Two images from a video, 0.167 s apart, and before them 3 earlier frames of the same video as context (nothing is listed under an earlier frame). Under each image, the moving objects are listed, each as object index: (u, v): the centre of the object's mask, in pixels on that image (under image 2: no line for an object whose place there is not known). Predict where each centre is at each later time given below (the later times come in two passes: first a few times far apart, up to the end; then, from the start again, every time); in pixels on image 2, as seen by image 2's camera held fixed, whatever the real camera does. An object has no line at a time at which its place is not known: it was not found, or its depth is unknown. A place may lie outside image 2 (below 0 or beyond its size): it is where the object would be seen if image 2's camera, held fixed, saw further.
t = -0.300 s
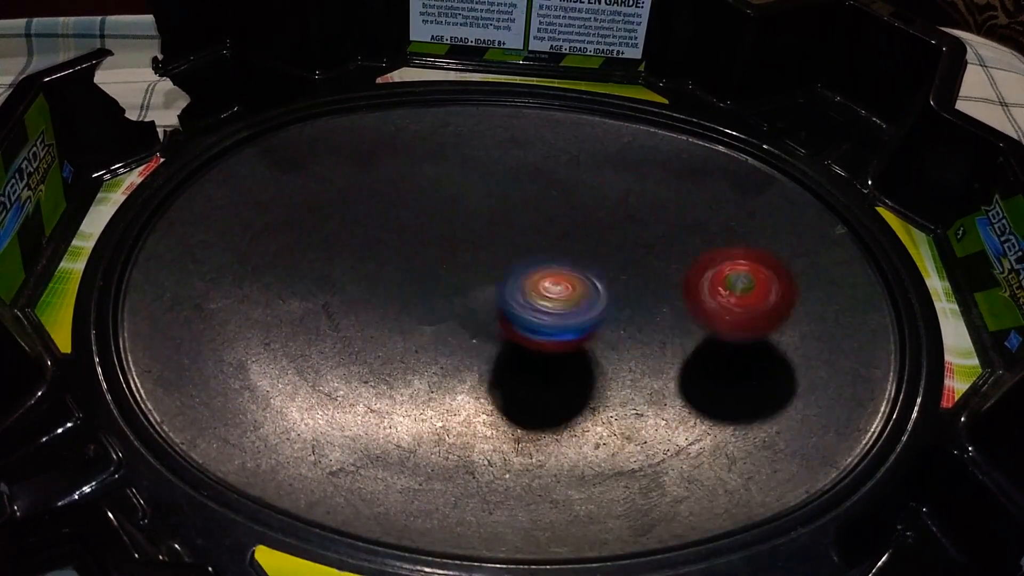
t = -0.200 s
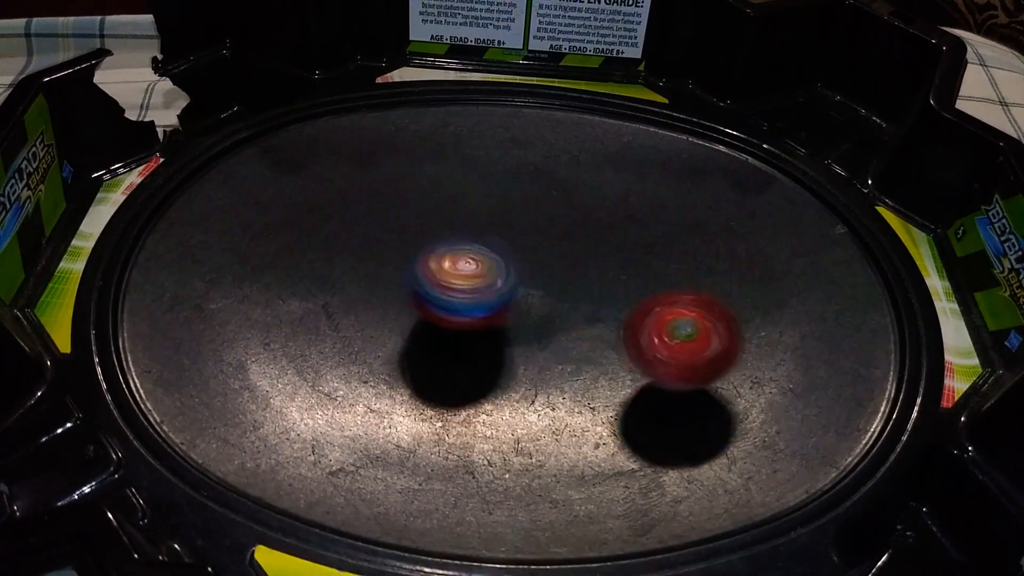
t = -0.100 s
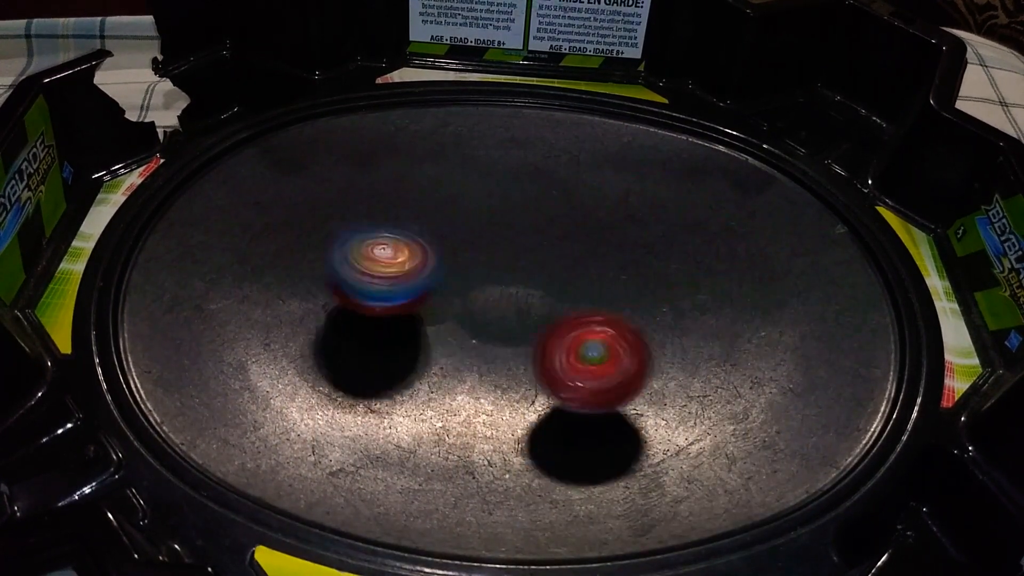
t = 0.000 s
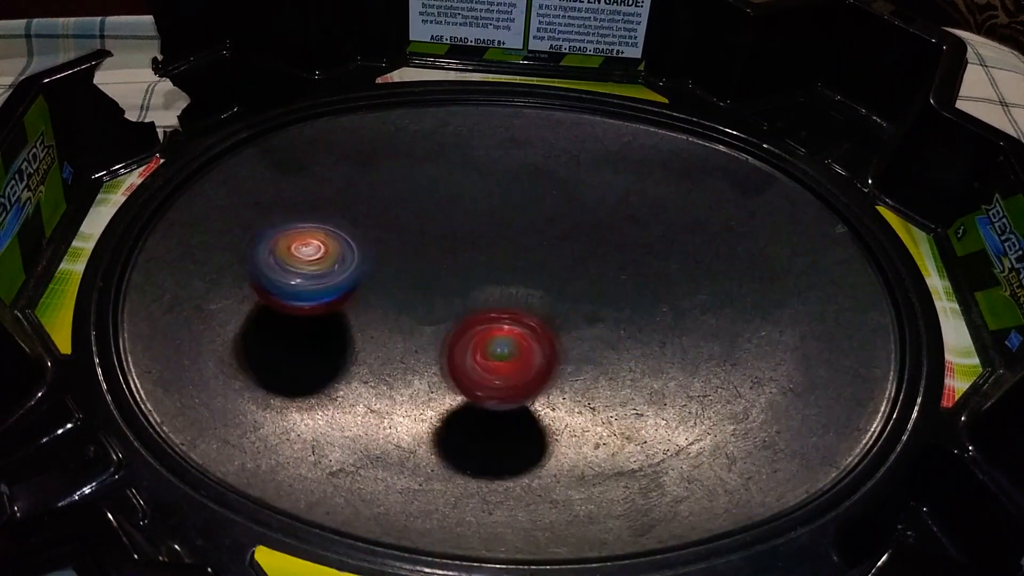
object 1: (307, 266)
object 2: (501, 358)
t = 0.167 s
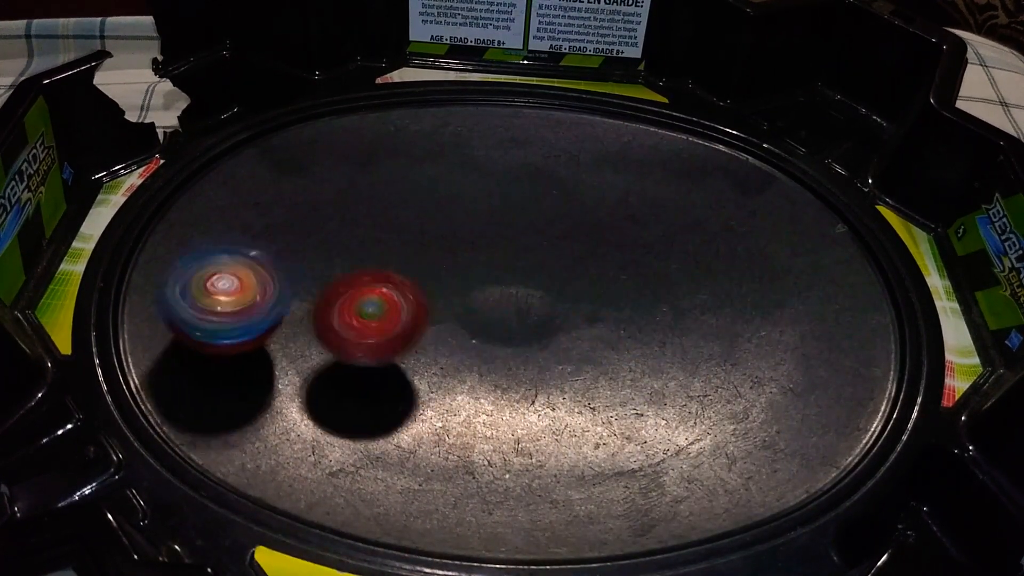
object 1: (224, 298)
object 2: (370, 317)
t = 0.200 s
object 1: (222, 308)
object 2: (350, 305)
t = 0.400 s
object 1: (244, 378)
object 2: (335, 222)
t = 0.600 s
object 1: (429, 367)
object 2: (452, 214)
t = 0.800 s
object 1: (560, 393)
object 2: (551, 219)
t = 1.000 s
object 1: (683, 425)
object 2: (629, 279)
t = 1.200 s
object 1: (741, 370)
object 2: (544, 357)
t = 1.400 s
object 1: (666, 302)
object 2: (397, 347)
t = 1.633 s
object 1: (490, 280)
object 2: (316, 266)
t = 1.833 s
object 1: (445, 297)
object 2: (325, 195)
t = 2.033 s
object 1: (464, 329)
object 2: (432, 219)
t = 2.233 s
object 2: (511, 260)
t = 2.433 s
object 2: (570, 331)
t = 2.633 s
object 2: (467, 333)
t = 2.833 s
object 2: (401, 276)
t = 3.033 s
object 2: (467, 245)
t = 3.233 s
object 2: (457, 283)
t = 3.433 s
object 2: (391, 296)
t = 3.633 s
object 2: (386, 287)
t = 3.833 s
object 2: (376, 315)
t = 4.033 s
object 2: (419, 340)
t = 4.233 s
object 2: (483, 352)
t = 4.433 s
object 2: (439, 397)
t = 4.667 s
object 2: (353, 378)
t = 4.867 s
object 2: (391, 314)
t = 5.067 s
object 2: (407, 271)
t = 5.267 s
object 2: (466, 247)
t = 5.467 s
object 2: (532, 266)
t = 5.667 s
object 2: (499, 241)
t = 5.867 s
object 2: (490, 251)
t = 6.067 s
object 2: (447, 287)
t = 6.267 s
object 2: (389, 304)
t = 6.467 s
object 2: (371, 311)
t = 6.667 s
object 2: (368, 304)
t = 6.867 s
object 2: (409, 305)
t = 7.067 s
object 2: (455, 316)
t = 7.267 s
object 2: (512, 327)
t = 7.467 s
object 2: (431, 333)
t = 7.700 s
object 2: (388, 339)
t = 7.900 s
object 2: (400, 334)
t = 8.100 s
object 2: (443, 315)
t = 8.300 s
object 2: (461, 287)
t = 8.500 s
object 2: (433, 279)
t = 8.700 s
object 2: (436, 300)
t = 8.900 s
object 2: (428, 304)
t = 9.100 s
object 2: (364, 292)
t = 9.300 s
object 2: (326, 240)
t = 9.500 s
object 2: (336, 238)
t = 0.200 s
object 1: (222, 308)
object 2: (350, 305)
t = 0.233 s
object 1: (215, 319)
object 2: (341, 291)
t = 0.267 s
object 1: (209, 332)
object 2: (335, 277)
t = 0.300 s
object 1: (209, 345)
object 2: (331, 262)
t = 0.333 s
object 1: (215, 360)
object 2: (328, 248)
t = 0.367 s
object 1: (229, 371)
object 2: (330, 235)
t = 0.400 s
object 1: (244, 378)
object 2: (335, 222)
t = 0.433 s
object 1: (273, 386)
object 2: (345, 211)
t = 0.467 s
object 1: (299, 385)
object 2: (362, 204)
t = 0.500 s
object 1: (330, 389)
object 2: (382, 200)
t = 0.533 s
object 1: (363, 385)
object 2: (405, 201)
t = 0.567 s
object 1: (396, 377)
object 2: (429, 205)
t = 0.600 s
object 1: (429, 367)
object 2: (452, 214)
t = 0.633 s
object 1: (458, 354)
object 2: (473, 225)
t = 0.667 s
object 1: (484, 339)
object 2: (490, 239)
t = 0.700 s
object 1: (495, 336)
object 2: (507, 243)
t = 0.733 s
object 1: (516, 363)
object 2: (522, 231)
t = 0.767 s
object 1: (536, 379)
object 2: (537, 222)
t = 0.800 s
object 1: (560, 393)
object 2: (551, 219)
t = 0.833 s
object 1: (582, 400)
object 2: (566, 220)
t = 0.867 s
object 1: (604, 407)
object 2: (581, 227)
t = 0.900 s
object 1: (624, 419)
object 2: (596, 236)
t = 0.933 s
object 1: (643, 421)
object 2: (610, 248)
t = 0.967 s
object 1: (668, 426)
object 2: (622, 262)
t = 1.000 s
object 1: (683, 425)
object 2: (629, 279)
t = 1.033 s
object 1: (701, 419)
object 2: (630, 296)
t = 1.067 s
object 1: (713, 411)
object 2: (627, 314)
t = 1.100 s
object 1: (718, 397)
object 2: (617, 330)
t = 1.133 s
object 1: (725, 389)
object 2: (598, 343)
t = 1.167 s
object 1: (736, 381)
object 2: (570, 351)
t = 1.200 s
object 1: (741, 370)
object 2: (544, 357)
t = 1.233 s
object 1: (743, 357)
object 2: (519, 360)
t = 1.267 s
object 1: (733, 346)
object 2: (494, 361)
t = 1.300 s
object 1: (722, 333)
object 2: (469, 360)
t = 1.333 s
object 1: (709, 321)
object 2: (443, 358)
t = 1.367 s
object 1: (690, 311)
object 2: (419, 353)
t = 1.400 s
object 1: (666, 302)
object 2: (397, 347)
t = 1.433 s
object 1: (644, 295)
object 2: (377, 338)
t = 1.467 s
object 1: (617, 291)
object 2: (358, 328)
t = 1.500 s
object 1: (590, 286)
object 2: (343, 316)
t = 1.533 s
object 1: (566, 283)
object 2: (331, 304)
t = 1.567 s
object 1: (540, 282)
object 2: (322, 290)
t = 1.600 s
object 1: (516, 282)
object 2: (316, 278)
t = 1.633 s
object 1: (490, 280)
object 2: (316, 266)
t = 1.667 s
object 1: (464, 278)
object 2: (322, 253)
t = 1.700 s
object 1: (444, 277)
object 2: (329, 242)
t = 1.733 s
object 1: (449, 282)
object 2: (319, 227)
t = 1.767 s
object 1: (449, 289)
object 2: (315, 214)
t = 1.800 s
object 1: (446, 294)
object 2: (318, 204)
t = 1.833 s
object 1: (445, 297)
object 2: (325, 195)
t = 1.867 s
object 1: (445, 301)
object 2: (339, 189)
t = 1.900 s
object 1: (445, 306)
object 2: (355, 187)
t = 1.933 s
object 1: (447, 312)
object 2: (374, 190)
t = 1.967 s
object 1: (453, 317)
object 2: (394, 196)
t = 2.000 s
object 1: (458, 325)
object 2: (413, 206)
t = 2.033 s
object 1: (464, 329)
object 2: (432, 219)
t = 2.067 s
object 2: (449, 232)
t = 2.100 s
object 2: (463, 247)
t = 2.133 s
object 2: (475, 250)
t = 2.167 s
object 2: (488, 250)
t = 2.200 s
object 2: (500, 253)
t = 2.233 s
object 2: (511, 260)
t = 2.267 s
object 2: (522, 269)
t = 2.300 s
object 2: (533, 280)
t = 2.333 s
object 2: (545, 292)
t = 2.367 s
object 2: (557, 305)
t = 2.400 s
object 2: (566, 317)
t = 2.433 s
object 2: (570, 331)
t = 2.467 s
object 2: (568, 343)
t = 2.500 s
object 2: (548, 343)
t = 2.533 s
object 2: (526, 340)
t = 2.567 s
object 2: (504, 338)
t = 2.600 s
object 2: (484, 337)
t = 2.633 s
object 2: (467, 333)
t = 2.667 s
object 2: (449, 327)
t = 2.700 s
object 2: (434, 320)
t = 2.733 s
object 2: (421, 310)
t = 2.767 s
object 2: (409, 300)
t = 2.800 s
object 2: (403, 288)
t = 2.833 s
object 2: (401, 276)
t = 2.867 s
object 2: (404, 265)
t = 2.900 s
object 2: (412, 255)
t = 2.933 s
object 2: (423, 249)
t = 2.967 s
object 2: (436, 244)
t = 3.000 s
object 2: (451, 243)
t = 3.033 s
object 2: (467, 245)
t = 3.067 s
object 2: (482, 250)
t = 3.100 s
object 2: (497, 257)
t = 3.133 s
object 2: (494, 262)
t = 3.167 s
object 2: (481, 266)
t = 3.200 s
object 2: (469, 273)
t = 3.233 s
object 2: (457, 283)
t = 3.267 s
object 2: (447, 289)
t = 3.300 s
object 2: (434, 294)
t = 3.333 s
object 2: (422, 296)
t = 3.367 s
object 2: (409, 297)
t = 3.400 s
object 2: (399, 297)
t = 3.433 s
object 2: (391, 296)
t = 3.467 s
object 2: (385, 292)
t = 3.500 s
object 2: (384, 291)
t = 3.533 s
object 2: (384, 288)
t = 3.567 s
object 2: (386, 287)
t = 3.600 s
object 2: (392, 285)
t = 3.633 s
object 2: (386, 287)
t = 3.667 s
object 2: (377, 292)
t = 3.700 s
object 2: (373, 296)
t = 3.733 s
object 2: (371, 301)
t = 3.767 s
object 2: (370, 306)
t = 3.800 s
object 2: (372, 311)
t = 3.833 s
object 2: (376, 315)
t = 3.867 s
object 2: (380, 319)
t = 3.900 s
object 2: (386, 324)
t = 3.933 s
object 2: (394, 328)
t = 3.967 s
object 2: (404, 332)
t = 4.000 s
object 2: (411, 336)
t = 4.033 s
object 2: (419, 340)
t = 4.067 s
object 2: (428, 342)
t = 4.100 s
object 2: (438, 345)
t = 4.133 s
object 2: (448, 348)
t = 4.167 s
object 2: (458, 349)
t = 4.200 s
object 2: (471, 351)
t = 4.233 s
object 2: (483, 352)
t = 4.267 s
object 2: (493, 354)
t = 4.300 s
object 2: (504, 354)
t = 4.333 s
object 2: (496, 366)
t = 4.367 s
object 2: (475, 382)
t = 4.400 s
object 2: (454, 392)
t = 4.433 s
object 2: (439, 397)
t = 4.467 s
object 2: (424, 401)
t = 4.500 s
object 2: (410, 402)
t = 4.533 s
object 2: (397, 403)
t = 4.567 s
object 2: (382, 401)
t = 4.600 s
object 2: (370, 396)
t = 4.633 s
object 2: (359, 388)
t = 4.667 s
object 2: (353, 378)
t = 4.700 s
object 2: (352, 367)
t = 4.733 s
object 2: (356, 355)
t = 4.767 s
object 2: (362, 344)
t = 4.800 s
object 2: (371, 333)
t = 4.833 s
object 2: (381, 324)
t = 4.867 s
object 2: (391, 314)
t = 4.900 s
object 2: (402, 305)
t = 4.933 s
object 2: (401, 300)
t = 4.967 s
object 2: (396, 294)
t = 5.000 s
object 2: (397, 288)
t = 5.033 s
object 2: (401, 280)
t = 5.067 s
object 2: (407, 271)
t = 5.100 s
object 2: (413, 264)
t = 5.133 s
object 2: (422, 257)
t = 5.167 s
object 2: (433, 254)
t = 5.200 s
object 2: (442, 250)
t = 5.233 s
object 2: (455, 247)
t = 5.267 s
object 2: (466, 247)
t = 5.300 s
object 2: (479, 247)
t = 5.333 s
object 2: (492, 249)
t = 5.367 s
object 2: (503, 252)
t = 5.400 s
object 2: (514, 257)
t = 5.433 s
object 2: (524, 262)
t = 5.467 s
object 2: (532, 266)
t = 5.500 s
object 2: (523, 261)
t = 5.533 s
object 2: (515, 254)
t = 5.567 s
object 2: (509, 249)
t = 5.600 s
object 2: (504, 246)
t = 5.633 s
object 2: (501, 242)
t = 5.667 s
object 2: (499, 241)
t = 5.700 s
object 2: (497, 239)
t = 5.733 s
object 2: (495, 239)
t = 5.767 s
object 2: (494, 240)
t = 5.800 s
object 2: (493, 242)
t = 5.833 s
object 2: (492, 245)
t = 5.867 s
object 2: (490, 251)
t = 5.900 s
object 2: (486, 255)
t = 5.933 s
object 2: (482, 262)
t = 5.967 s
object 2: (476, 267)
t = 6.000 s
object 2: (471, 276)
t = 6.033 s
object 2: (462, 284)
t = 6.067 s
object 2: (447, 287)
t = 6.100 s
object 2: (435, 291)
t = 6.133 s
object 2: (425, 293)
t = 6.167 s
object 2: (418, 296)
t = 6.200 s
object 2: (407, 298)
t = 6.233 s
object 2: (398, 301)
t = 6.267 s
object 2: (389, 304)
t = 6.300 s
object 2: (381, 306)
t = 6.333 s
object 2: (375, 309)
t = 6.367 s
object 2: (370, 310)
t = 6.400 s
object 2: (369, 311)
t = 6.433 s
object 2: (369, 312)
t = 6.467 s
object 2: (371, 311)
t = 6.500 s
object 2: (370, 313)
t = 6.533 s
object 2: (364, 311)
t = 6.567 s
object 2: (362, 310)
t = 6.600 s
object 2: (361, 307)
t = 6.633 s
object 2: (364, 306)
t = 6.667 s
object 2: (368, 304)
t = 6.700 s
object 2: (378, 304)
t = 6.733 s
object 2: (389, 302)
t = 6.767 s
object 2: (402, 302)
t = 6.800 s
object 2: (406, 302)
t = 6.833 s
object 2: (405, 305)
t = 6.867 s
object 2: (409, 305)
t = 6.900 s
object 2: (414, 306)
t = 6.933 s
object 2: (419, 308)
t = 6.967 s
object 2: (427, 309)
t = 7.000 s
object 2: (435, 311)
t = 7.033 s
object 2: (445, 314)
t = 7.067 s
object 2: (455, 316)
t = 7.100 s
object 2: (464, 318)
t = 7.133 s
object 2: (474, 320)
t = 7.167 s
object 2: (482, 322)
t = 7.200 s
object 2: (492, 323)
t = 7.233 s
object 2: (500, 326)
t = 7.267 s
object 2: (512, 327)
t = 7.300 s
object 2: (519, 327)
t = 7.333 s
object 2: (498, 331)
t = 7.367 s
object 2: (474, 331)
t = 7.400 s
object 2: (456, 331)
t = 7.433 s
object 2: (441, 331)
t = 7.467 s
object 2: (431, 333)
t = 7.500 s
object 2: (427, 333)
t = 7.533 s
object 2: (421, 331)
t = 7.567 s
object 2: (414, 332)
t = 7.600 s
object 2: (406, 333)
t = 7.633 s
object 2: (398, 337)
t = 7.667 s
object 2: (394, 338)
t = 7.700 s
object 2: (388, 339)
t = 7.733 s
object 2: (387, 339)
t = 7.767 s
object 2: (387, 339)
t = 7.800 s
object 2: (388, 339)
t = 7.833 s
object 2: (392, 338)
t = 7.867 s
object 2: (395, 336)
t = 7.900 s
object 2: (400, 334)
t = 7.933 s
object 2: (408, 332)
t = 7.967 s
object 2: (413, 330)
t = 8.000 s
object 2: (422, 326)
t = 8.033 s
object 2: (431, 322)
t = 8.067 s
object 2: (436, 318)
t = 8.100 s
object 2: (443, 315)
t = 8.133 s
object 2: (449, 311)
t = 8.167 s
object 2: (454, 306)
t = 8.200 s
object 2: (457, 300)
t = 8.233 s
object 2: (459, 296)
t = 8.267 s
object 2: (461, 291)
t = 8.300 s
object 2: (461, 287)
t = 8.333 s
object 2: (463, 282)
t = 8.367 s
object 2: (462, 275)
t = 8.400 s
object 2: (459, 270)
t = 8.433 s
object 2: (454, 267)
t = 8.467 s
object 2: (443, 273)
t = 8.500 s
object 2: (433, 279)
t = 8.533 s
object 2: (428, 286)
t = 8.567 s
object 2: (428, 292)
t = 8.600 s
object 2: (428, 296)
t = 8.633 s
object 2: (432, 299)
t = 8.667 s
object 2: (435, 299)
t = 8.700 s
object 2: (436, 300)
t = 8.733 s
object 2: (439, 299)
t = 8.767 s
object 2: (439, 300)
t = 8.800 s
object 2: (432, 300)
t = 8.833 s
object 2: (431, 302)
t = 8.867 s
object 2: (430, 303)
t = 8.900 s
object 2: (428, 304)
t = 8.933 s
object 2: (427, 306)
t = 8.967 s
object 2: (428, 310)
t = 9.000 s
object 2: (418, 308)
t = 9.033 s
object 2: (399, 305)
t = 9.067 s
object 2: (379, 301)
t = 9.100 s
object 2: (364, 292)
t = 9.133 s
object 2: (354, 283)
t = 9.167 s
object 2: (341, 275)
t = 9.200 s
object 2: (336, 264)
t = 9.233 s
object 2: (330, 254)
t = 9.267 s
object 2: (325, 249)
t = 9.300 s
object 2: (326, 240)
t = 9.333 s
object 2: (324, 237)
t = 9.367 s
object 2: (324, 236)
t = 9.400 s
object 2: (326, 234)
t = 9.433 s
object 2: (328, 235)
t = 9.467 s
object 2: (331, 237)
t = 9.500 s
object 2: (336, 238)
